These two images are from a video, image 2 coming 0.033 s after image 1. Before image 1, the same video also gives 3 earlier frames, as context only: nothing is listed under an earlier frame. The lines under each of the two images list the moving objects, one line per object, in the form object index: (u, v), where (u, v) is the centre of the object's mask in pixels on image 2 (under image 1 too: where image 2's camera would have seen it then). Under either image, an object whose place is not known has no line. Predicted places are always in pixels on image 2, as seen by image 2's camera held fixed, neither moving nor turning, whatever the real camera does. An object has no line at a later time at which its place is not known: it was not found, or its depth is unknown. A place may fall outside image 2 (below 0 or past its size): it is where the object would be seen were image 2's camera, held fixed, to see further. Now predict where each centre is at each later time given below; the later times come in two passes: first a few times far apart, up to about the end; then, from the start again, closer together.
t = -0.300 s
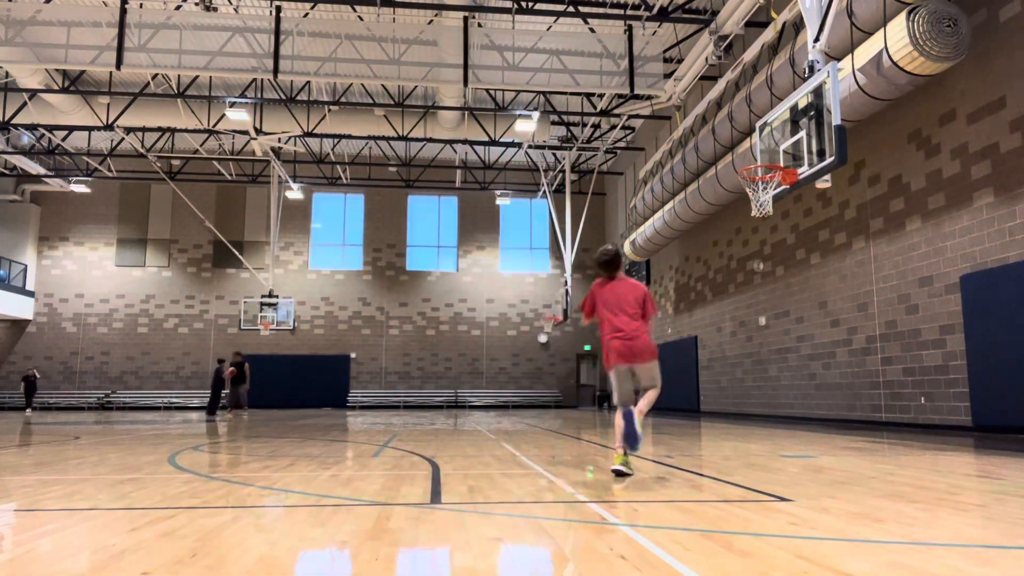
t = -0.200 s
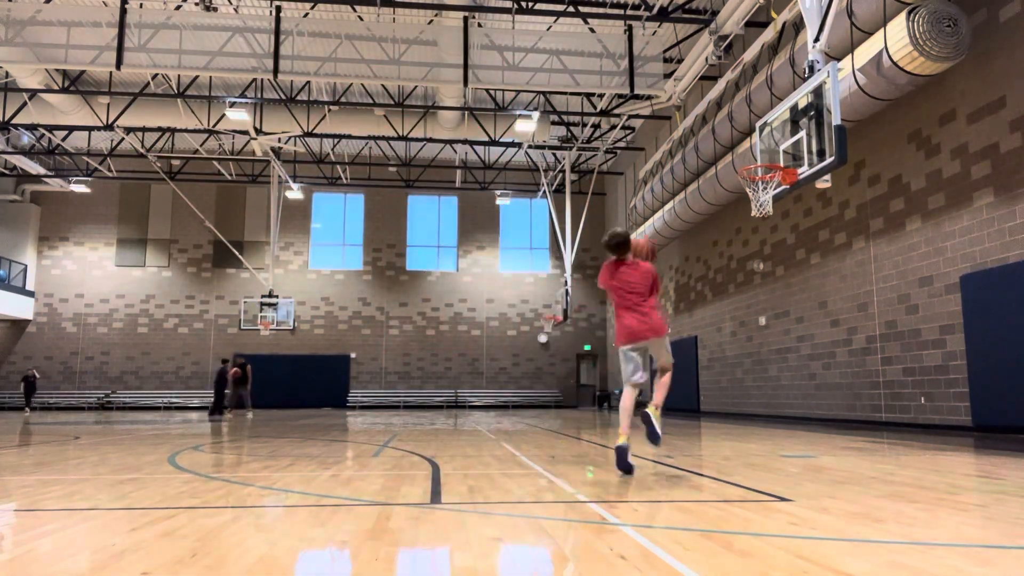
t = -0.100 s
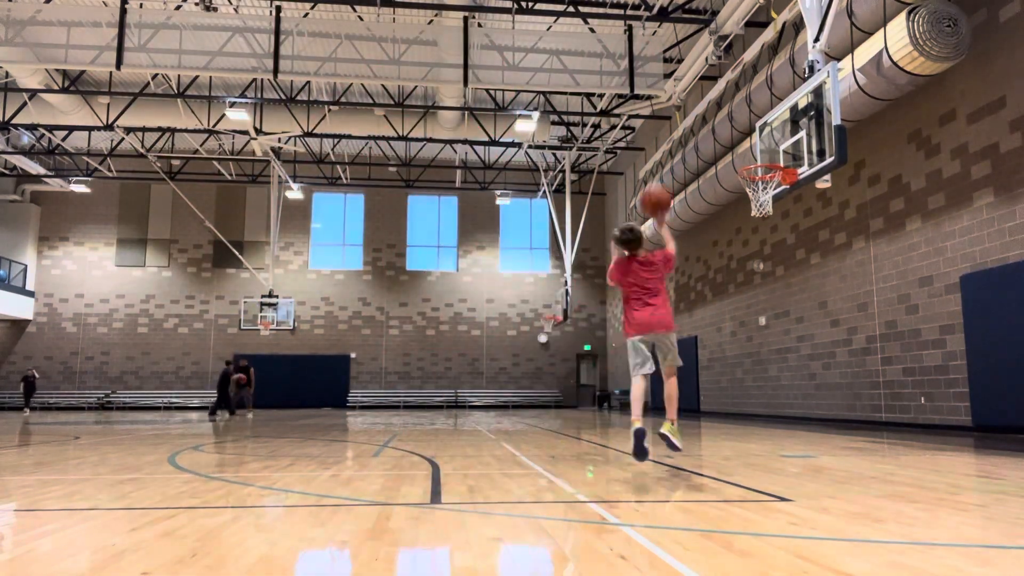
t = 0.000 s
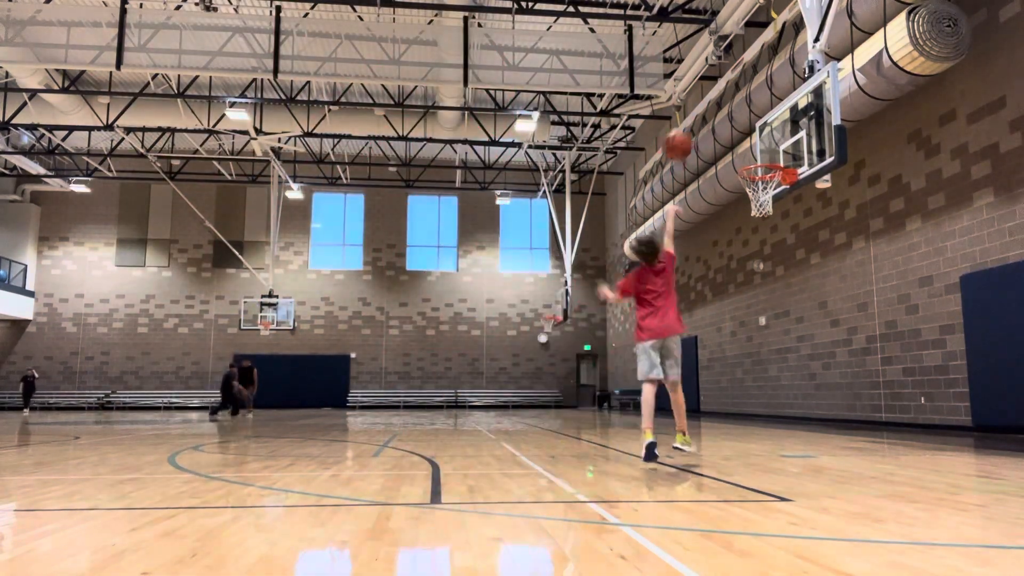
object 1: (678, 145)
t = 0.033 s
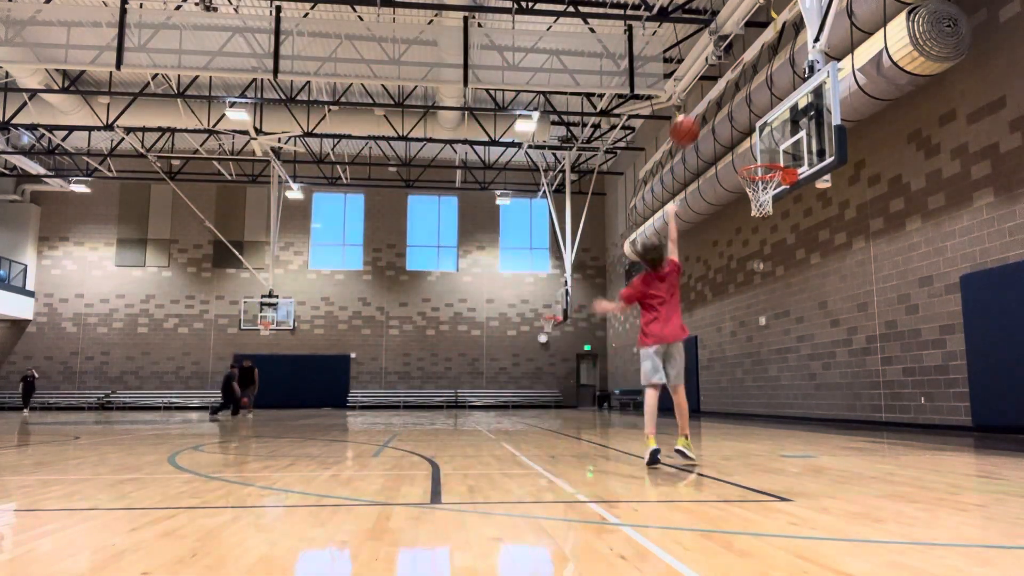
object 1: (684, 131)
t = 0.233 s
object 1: (723, 79)
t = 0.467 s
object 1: (760, 78)
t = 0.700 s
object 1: (794, 123)
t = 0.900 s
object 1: (762, 147)
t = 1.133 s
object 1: (713, 140)
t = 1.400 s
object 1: (662, 186)
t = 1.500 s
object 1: (644, 216)
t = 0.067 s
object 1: (691, 117)
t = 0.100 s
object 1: (698, 106)
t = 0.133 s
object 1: (704, 98)
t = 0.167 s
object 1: (711, 90)
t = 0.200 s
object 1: (717, 83)
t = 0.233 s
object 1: (723, 79)
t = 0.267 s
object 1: (729, 75)
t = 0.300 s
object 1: (734, 73)
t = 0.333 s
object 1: (739, 71)
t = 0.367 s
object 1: (745, 72)
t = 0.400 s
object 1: (750, 72)
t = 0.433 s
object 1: (755, 74)
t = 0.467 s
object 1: (760, 78)
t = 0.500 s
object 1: (765, 81)
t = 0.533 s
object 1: (770, 87)
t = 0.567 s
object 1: (774, 92)
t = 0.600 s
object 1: (779, 98)
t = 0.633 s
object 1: (784, 106)
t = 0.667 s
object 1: (789, 115)
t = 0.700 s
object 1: (794, 123)
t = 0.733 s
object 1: (797, 130)
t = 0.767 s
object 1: (793, 140)
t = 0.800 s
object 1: (784, 148)
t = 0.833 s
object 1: (776, 156)
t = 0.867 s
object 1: (769, 151)
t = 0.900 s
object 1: (762, 147)
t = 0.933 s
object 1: (754, 143)
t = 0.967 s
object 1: (748, 139)
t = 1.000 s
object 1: (741, 138)
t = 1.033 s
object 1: (733, 137)
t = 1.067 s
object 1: (726, 138)
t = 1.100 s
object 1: (720, 138)
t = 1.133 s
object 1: (713, 140)
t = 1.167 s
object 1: (706, 143)
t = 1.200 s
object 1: (700, 147)
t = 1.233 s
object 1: (693, 151)
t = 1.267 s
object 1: (687, 156)
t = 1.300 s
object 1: (681, 162)
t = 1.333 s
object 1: (675, 170)
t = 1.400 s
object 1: (662, 186)
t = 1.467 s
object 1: (650, 207)
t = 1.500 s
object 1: (644, 216)
